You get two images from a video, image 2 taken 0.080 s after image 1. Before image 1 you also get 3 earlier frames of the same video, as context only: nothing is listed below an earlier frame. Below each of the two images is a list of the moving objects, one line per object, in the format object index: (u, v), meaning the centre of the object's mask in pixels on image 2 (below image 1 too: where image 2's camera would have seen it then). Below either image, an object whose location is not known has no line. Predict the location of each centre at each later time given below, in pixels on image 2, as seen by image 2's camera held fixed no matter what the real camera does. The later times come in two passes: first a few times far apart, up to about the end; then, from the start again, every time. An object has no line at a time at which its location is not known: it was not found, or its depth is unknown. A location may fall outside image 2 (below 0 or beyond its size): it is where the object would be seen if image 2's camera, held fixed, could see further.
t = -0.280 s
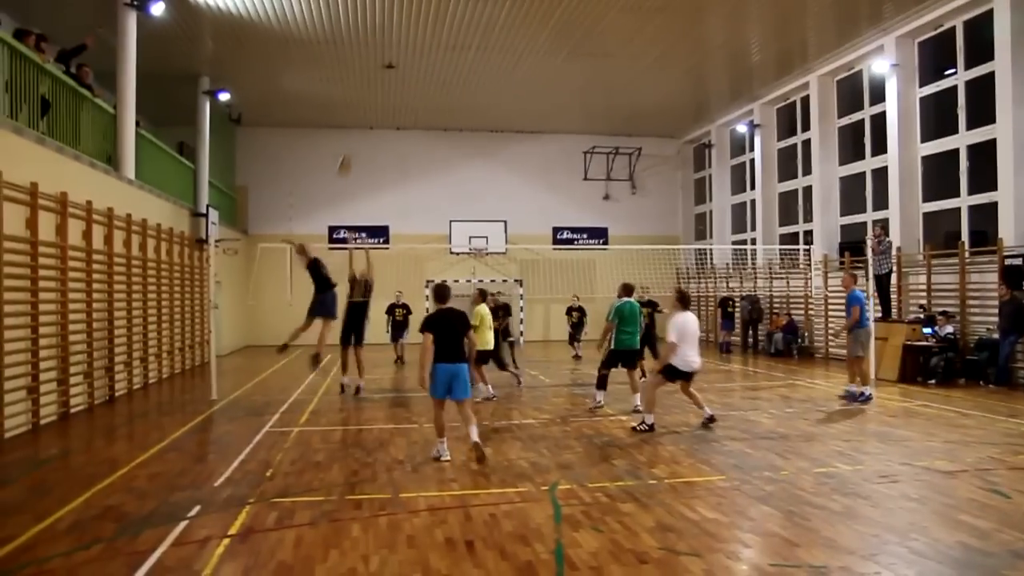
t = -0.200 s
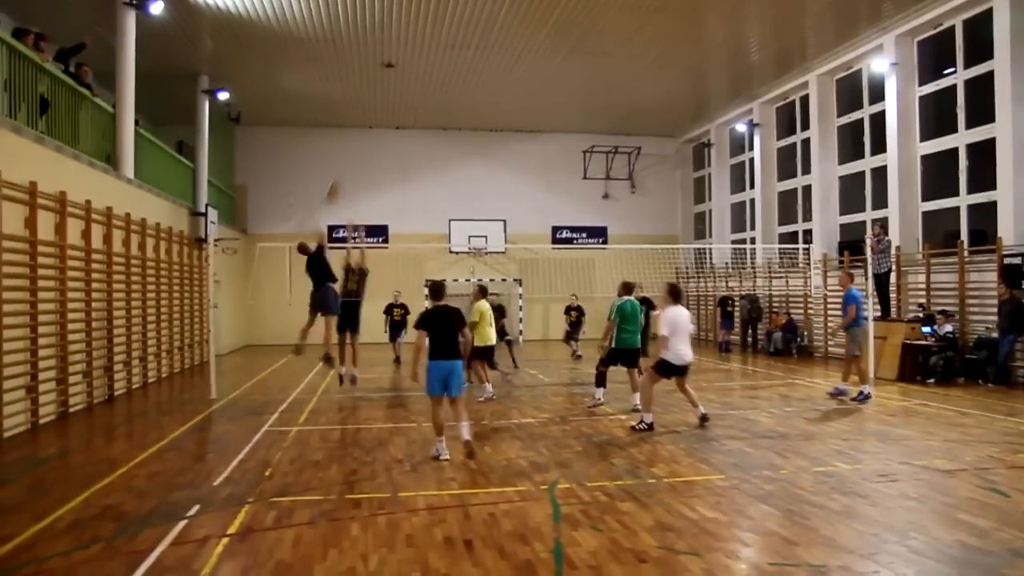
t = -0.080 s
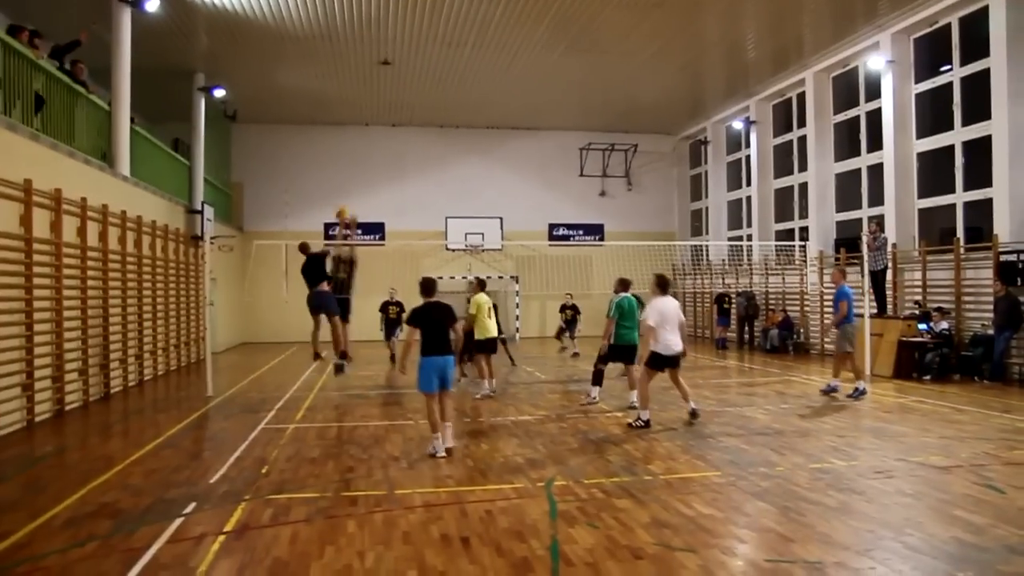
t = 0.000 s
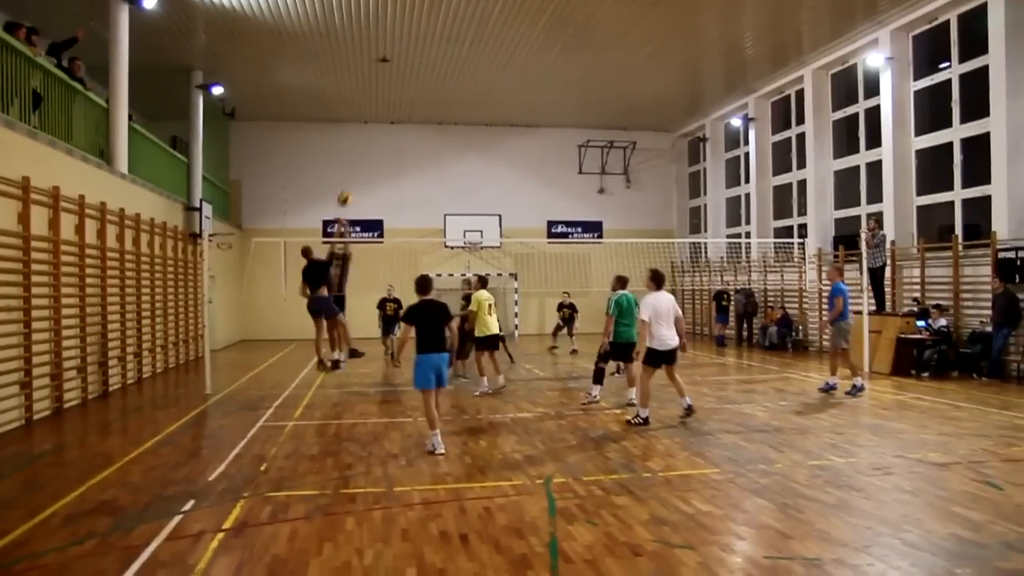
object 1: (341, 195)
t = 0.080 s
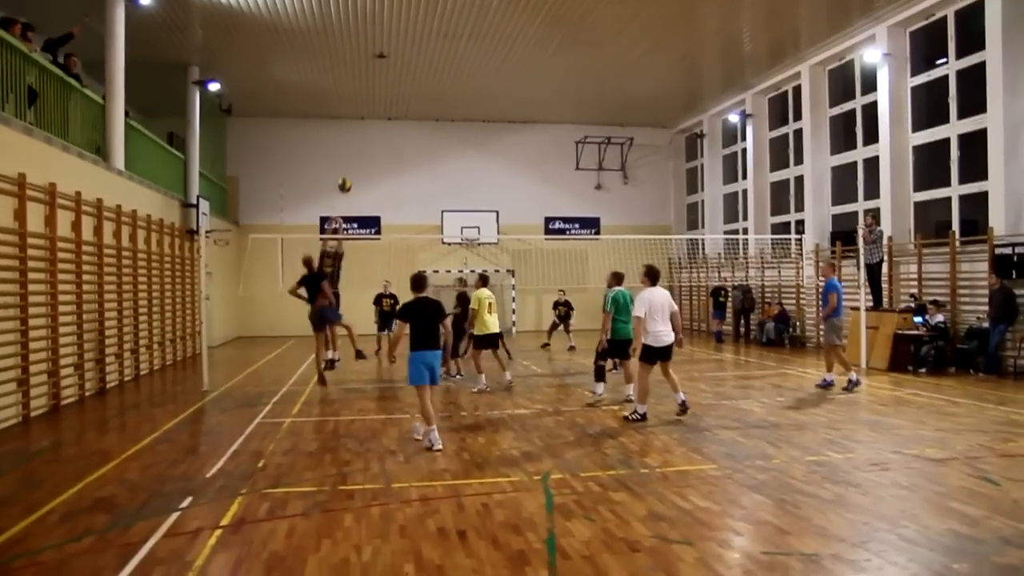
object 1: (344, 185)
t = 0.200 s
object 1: (349, 176)
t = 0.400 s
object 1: (361, 183)
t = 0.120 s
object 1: (346, 181)
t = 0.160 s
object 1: (348, 177)
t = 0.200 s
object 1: (349, 176)
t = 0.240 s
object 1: (352, 175)
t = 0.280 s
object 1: (354, 176)
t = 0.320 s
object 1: (356, 177)
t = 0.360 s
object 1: (359, 180)
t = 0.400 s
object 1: (361, 183)
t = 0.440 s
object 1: (364, 188)
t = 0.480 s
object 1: (367, 194)
